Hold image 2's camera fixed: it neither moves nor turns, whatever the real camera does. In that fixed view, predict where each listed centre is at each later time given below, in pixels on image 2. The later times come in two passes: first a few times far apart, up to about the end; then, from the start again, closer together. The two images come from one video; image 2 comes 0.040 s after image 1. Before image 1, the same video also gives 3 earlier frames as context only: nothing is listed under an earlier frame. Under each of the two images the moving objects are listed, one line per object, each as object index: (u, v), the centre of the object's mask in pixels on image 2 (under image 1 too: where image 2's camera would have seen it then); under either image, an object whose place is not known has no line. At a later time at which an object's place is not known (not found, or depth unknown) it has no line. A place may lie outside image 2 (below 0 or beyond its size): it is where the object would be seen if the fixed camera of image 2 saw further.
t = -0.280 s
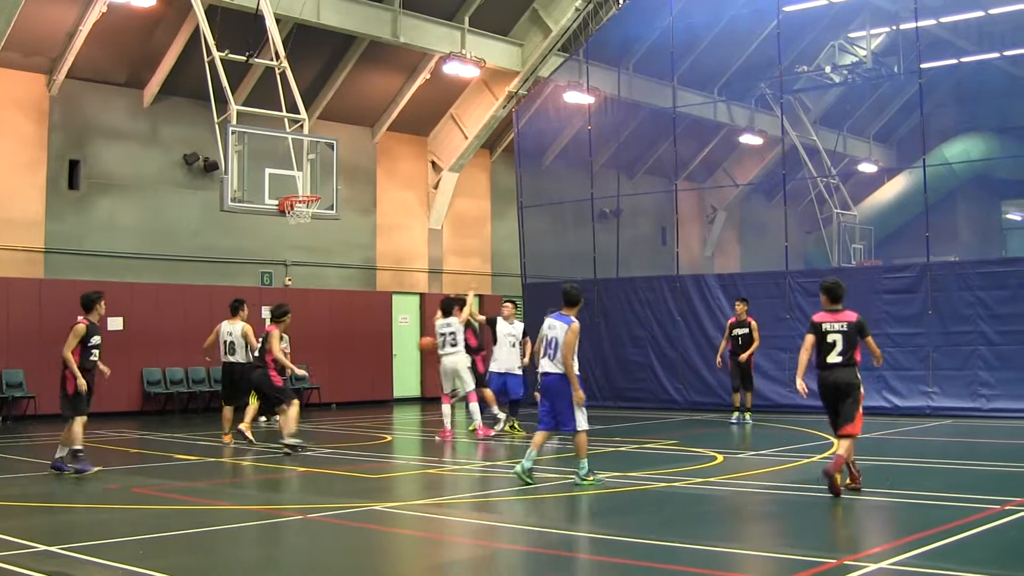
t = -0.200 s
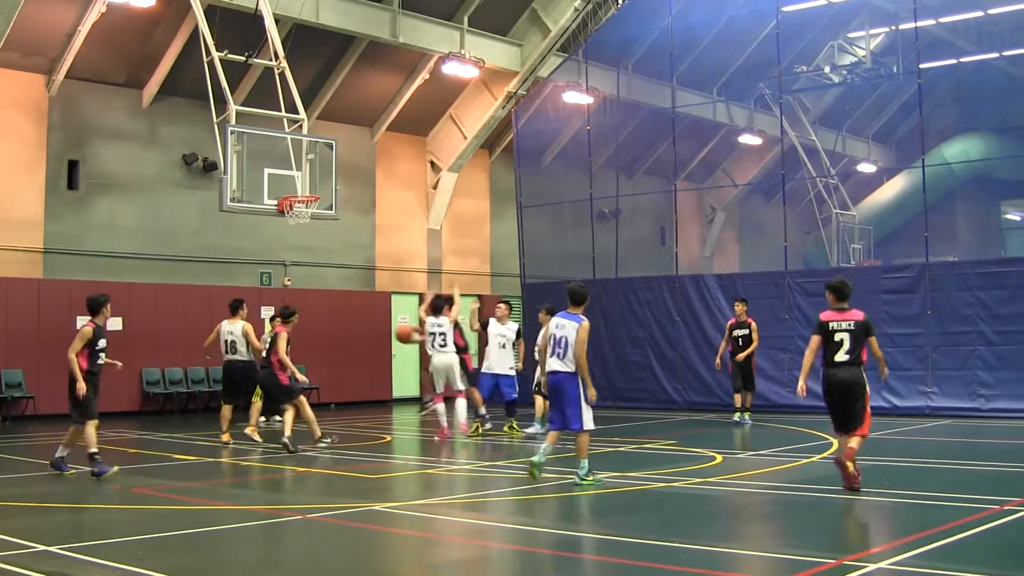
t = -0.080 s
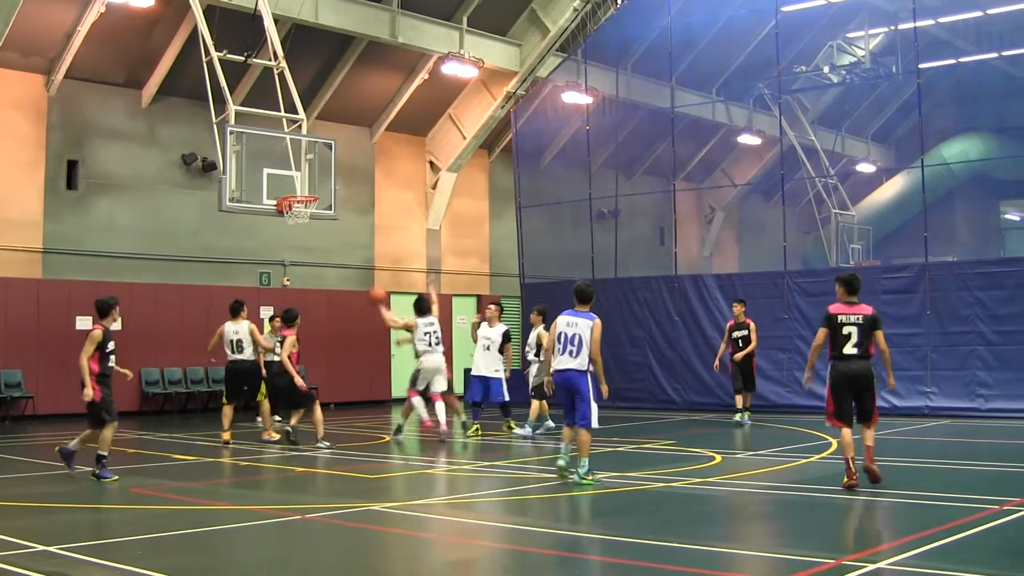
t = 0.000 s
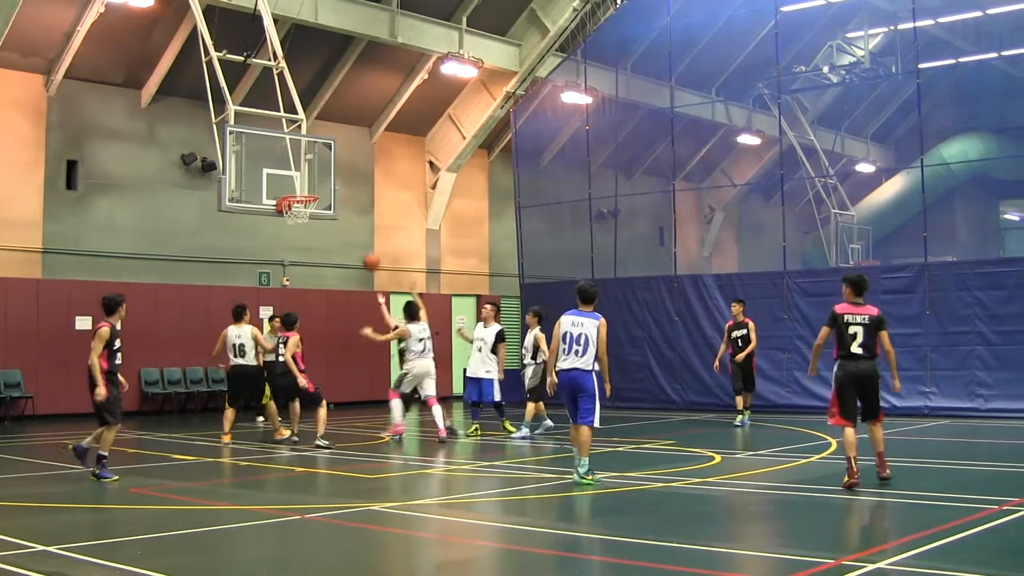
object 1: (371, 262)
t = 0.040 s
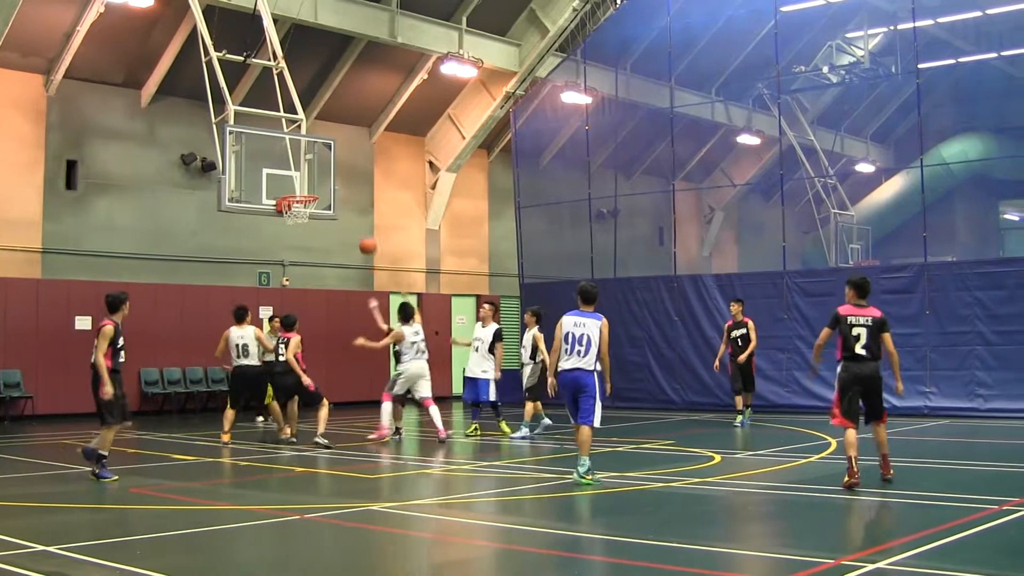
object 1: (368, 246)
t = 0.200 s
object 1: (357, 196)
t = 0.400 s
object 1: (342, 161)
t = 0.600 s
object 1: (328, 154)
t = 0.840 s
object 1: (311, 182)
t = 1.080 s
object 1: (313, 216)
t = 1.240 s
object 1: (315, 234)
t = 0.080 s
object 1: (365, 231)
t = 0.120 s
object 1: (362, 219)
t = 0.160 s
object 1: (359, 207)
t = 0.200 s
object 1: (357, 196)
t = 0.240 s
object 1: (354, 186)
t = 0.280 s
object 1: (351, 178)
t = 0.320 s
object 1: (349, 171)
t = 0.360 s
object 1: (346, 165)
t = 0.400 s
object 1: (342, 161)
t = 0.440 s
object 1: (340, 157)
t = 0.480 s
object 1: (337, 155)
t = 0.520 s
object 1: (334, 153)
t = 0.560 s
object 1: (331, 153)
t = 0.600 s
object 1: (328, 154)
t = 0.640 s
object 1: (325, 155)
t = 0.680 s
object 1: (322, 158)
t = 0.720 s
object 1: (319, 162)
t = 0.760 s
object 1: (317, 168)
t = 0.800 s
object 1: (313, 175)
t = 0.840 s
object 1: (311, 182)
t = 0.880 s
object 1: (308, 190)
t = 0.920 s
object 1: (306, 192)
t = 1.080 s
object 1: (313, 216)
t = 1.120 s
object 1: (312, 219)
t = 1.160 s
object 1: (312, 222)
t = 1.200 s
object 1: (313, 228)
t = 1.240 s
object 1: (315, 234)
